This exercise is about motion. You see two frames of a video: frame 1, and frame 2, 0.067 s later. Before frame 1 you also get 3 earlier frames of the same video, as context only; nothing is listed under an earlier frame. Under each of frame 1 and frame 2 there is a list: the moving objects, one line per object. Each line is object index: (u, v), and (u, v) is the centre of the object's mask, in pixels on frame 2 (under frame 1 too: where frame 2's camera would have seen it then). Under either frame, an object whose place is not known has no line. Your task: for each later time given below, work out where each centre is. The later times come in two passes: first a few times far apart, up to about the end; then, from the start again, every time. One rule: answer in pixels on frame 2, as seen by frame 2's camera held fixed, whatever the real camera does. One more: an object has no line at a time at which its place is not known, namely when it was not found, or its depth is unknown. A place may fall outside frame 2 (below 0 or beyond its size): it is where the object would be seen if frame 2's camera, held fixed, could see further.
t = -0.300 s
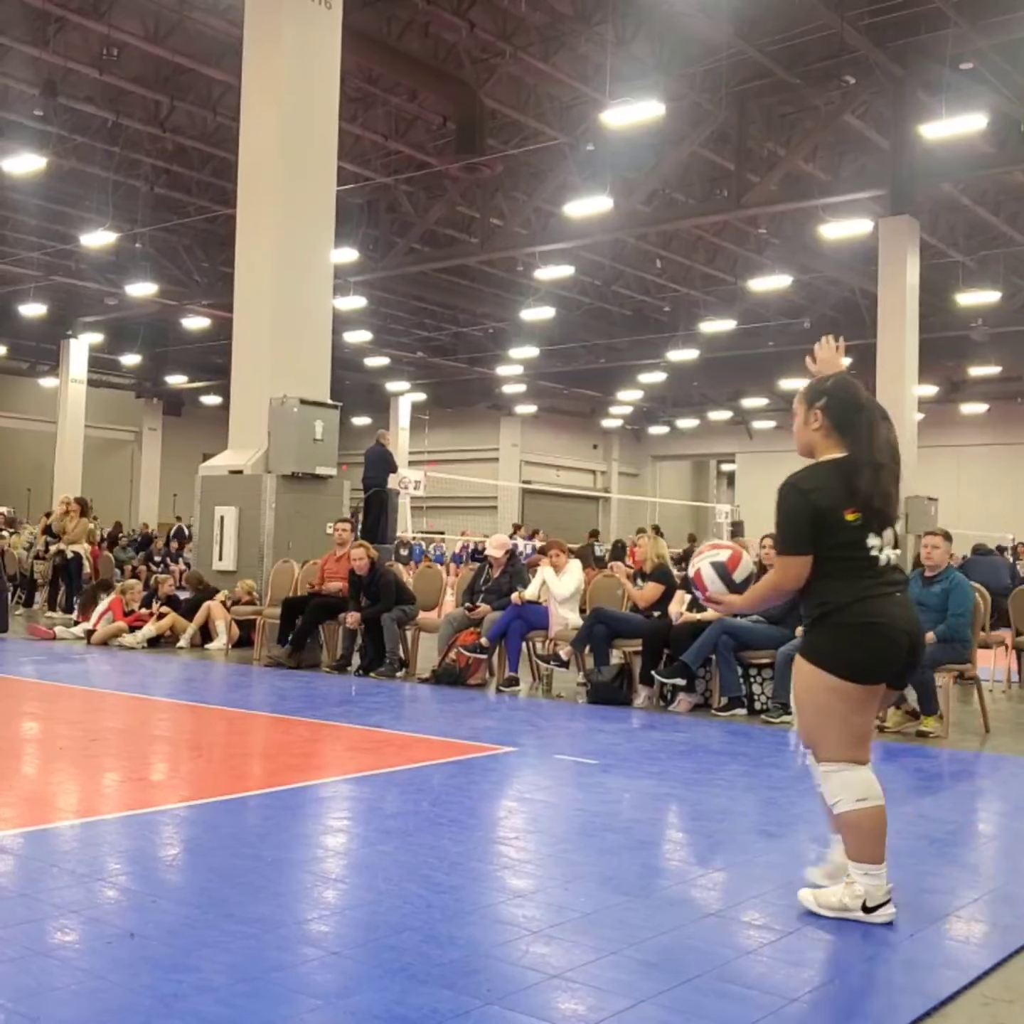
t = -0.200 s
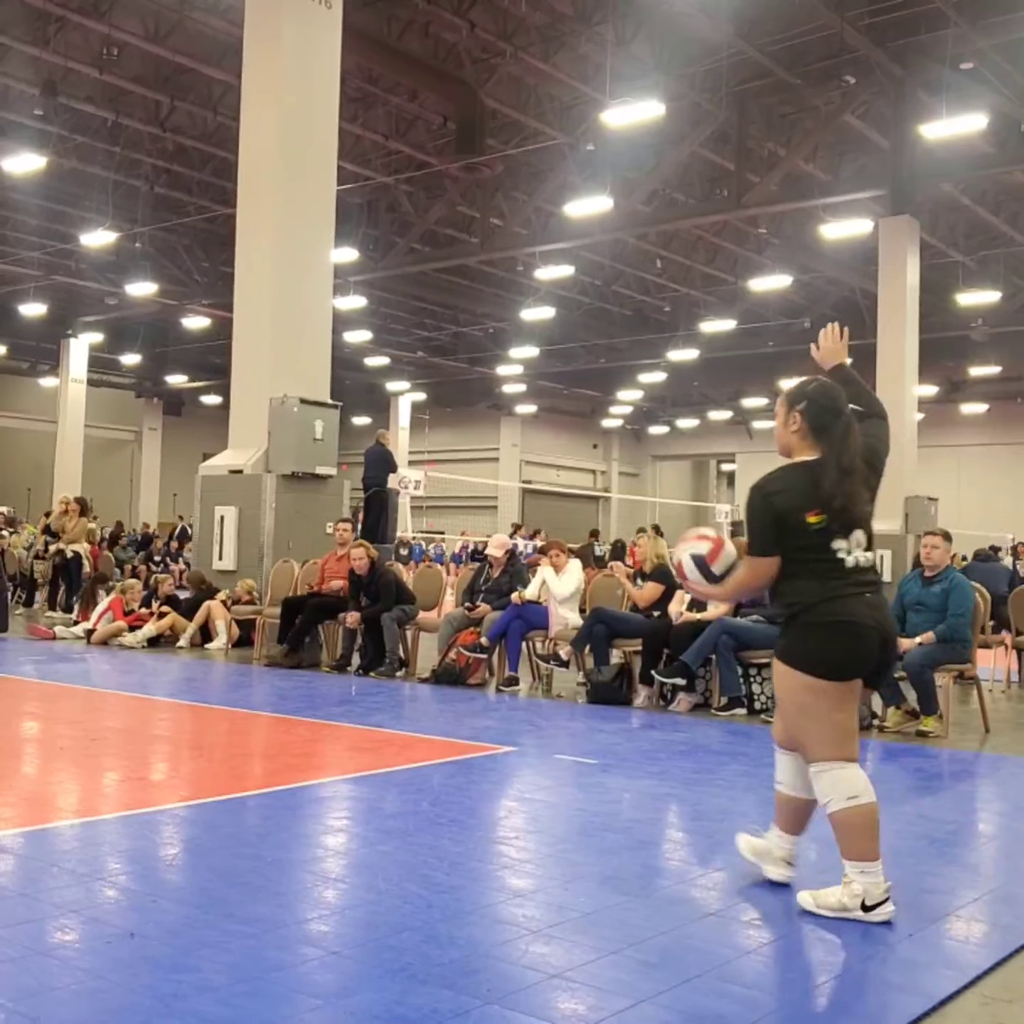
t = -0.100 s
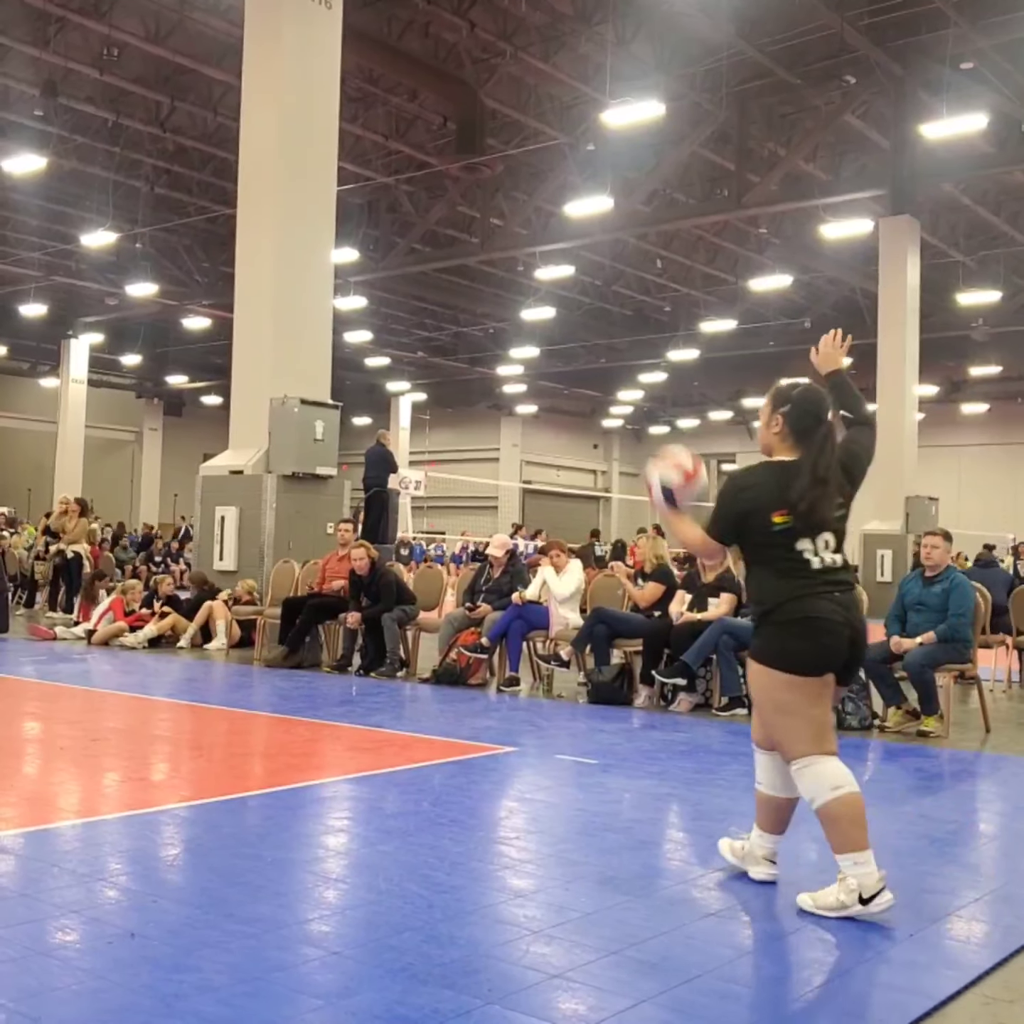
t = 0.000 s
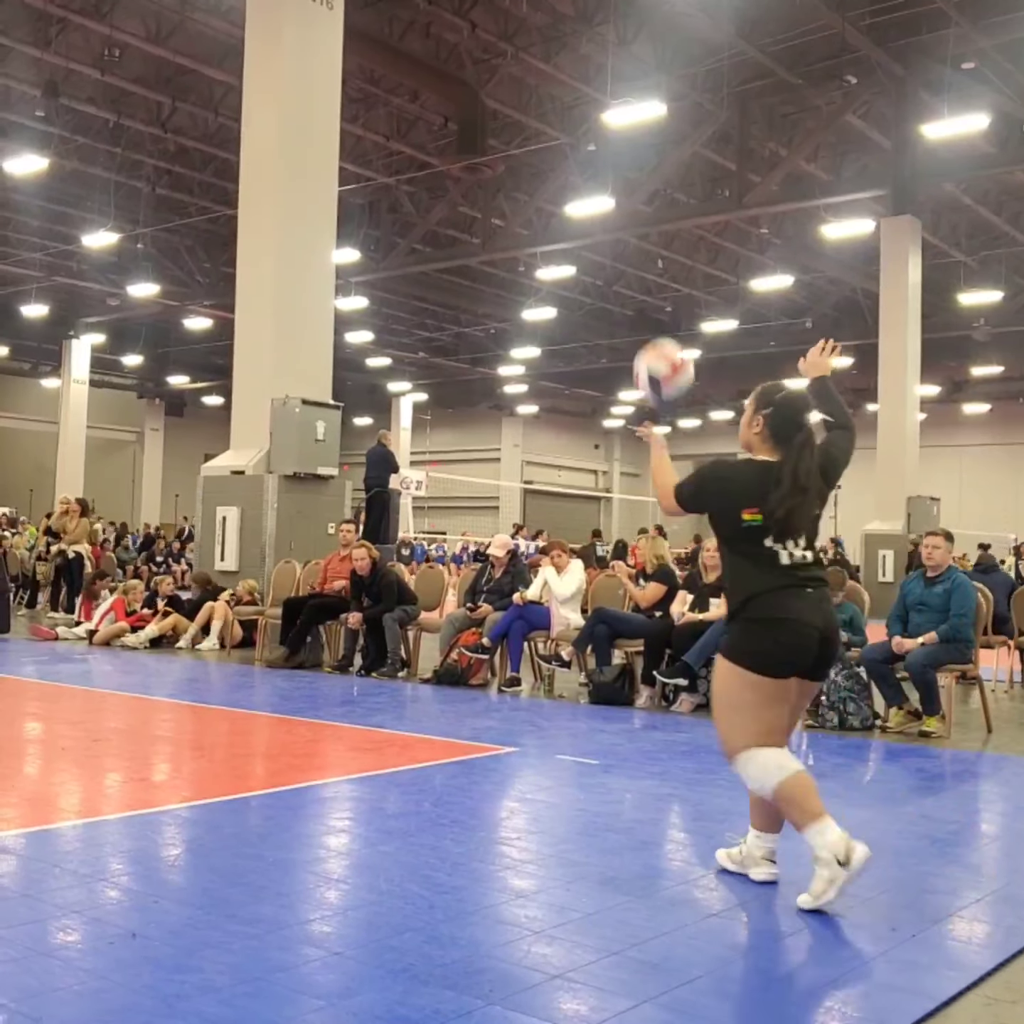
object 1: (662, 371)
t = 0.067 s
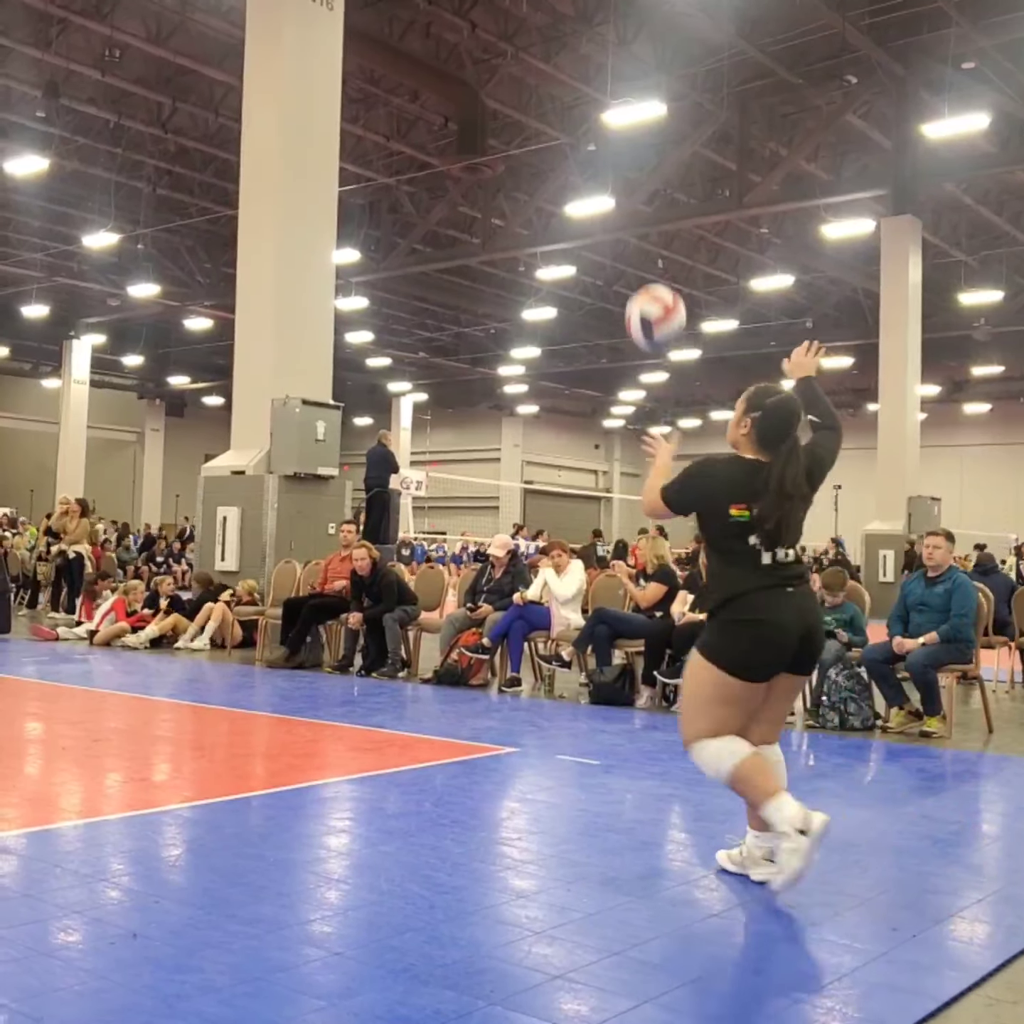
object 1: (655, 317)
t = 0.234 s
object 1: (633, 237)
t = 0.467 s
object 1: (600, 251)
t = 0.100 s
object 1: (650, 295)
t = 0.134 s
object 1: (646, 276)
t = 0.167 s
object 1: (642, 260)
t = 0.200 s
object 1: (638, 247)
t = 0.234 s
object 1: (633, 237)
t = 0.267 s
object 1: (628, 230)
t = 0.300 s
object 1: (624, 227)
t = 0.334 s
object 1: (619, 226)
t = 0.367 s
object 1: (615, 228)
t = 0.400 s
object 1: (610, 234)
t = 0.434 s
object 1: (605, 240)
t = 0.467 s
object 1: (600, 251)
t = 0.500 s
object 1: (595, 264)
